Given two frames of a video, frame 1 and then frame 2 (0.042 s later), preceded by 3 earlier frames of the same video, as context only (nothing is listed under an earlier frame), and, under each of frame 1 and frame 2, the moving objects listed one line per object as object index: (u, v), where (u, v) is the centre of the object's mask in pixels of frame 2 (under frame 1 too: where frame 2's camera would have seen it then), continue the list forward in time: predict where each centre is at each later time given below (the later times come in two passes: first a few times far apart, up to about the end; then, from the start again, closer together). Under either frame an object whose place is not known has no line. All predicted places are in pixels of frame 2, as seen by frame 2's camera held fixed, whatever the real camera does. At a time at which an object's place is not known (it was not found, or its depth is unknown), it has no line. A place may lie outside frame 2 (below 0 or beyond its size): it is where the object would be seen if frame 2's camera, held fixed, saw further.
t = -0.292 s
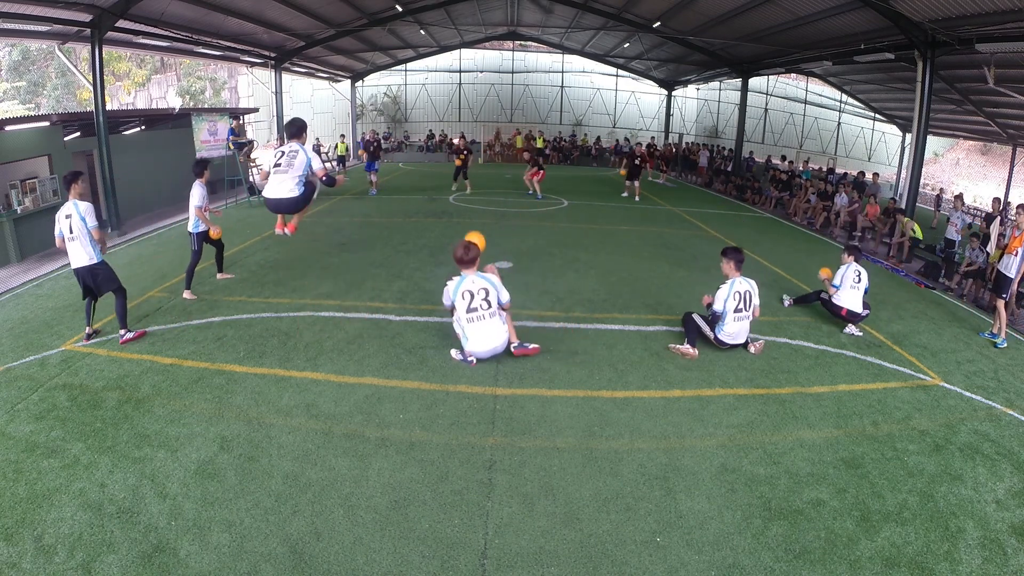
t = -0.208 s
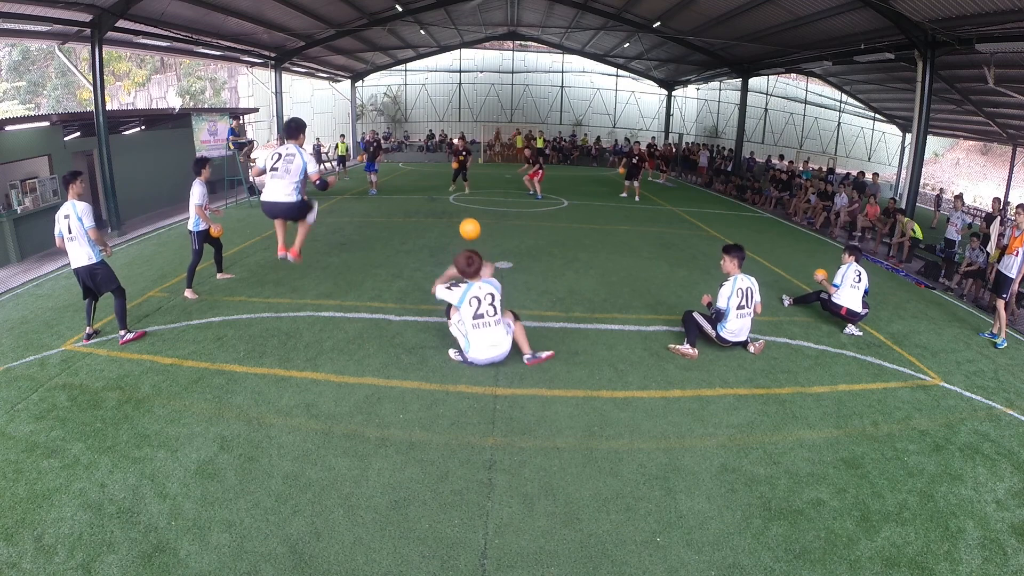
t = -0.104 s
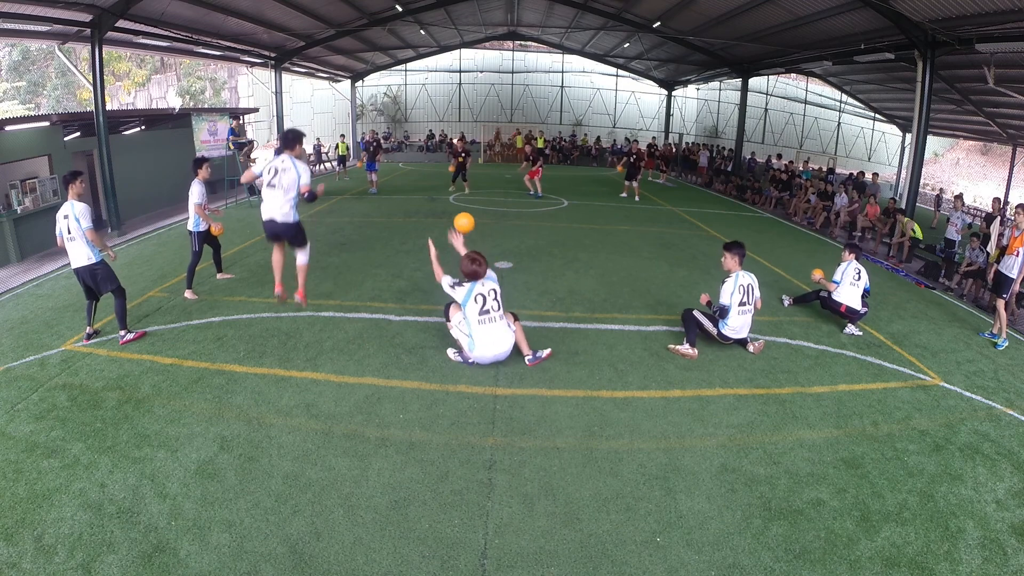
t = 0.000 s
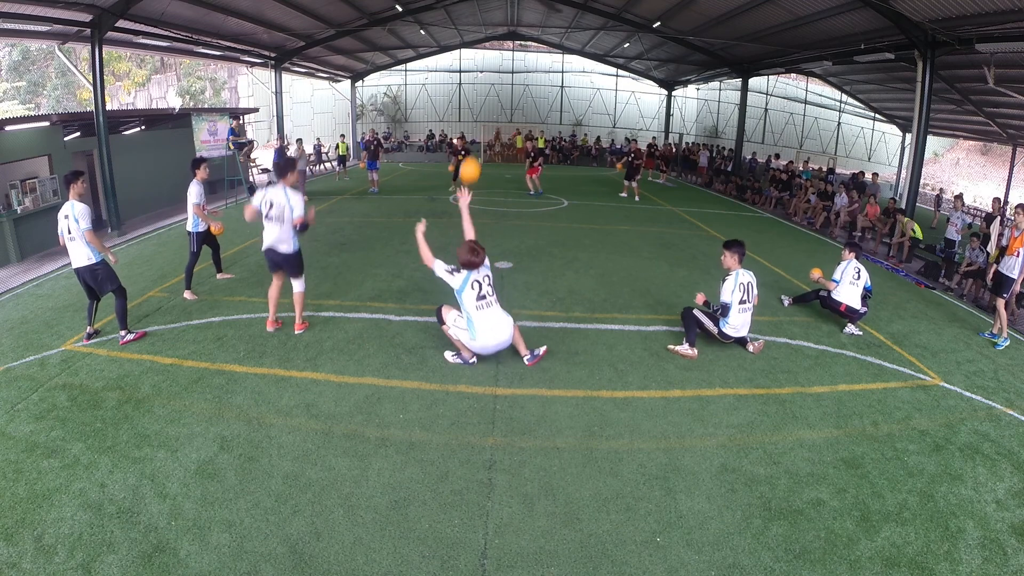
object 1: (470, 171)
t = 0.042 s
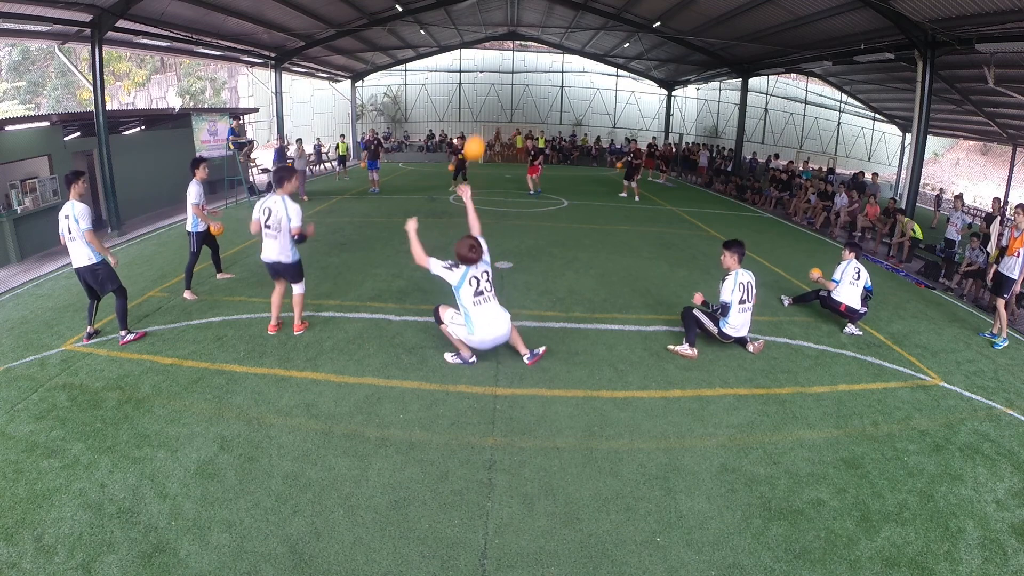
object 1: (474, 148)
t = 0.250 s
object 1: (499, 64)
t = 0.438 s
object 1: (521, 29)
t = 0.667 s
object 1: (548, 41)
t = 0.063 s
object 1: (476, 137)
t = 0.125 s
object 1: (484, 108)
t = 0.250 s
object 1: (499, 64)
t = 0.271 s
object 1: (502, 58)
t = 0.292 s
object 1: (504, 51)
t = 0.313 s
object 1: (507, 46)
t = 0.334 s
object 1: (509, 42)
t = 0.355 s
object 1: (512, 39)
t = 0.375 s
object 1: (514, 36)
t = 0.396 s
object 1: (517, 33)
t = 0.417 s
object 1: (519, 31)
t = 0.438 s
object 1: (521, 29)
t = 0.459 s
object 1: (524, 28)
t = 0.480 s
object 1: (526, 27)
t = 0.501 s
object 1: (529, 27)
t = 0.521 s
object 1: (532, 27)
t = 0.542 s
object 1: (534, 27)
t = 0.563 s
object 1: (536, 28)
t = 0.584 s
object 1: (539, 30)
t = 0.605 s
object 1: (541, 32)
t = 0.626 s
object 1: (543, 34)
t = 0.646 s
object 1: (546, 38)
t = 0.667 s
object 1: (548, 41)
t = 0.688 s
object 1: (550, 45)
